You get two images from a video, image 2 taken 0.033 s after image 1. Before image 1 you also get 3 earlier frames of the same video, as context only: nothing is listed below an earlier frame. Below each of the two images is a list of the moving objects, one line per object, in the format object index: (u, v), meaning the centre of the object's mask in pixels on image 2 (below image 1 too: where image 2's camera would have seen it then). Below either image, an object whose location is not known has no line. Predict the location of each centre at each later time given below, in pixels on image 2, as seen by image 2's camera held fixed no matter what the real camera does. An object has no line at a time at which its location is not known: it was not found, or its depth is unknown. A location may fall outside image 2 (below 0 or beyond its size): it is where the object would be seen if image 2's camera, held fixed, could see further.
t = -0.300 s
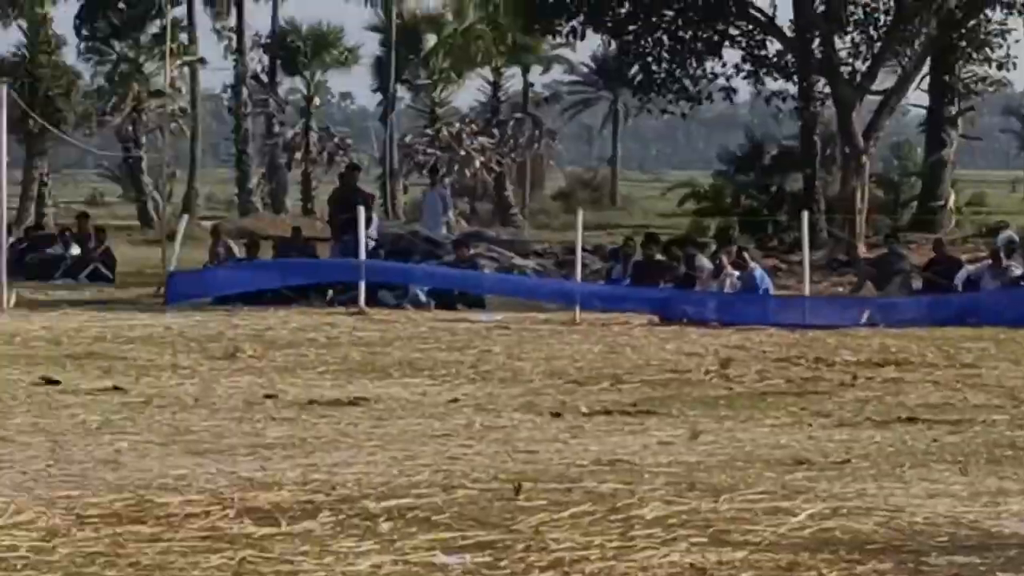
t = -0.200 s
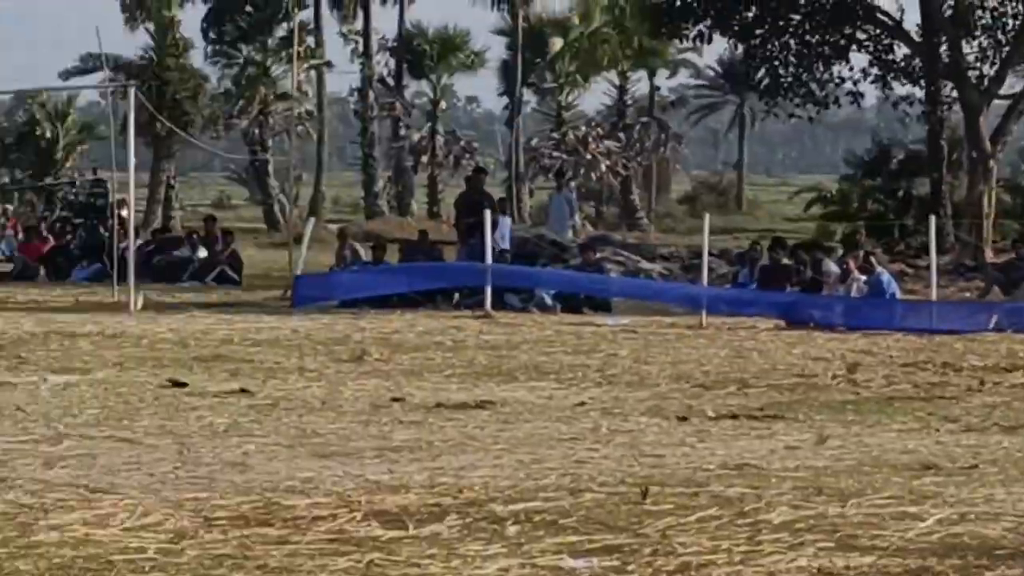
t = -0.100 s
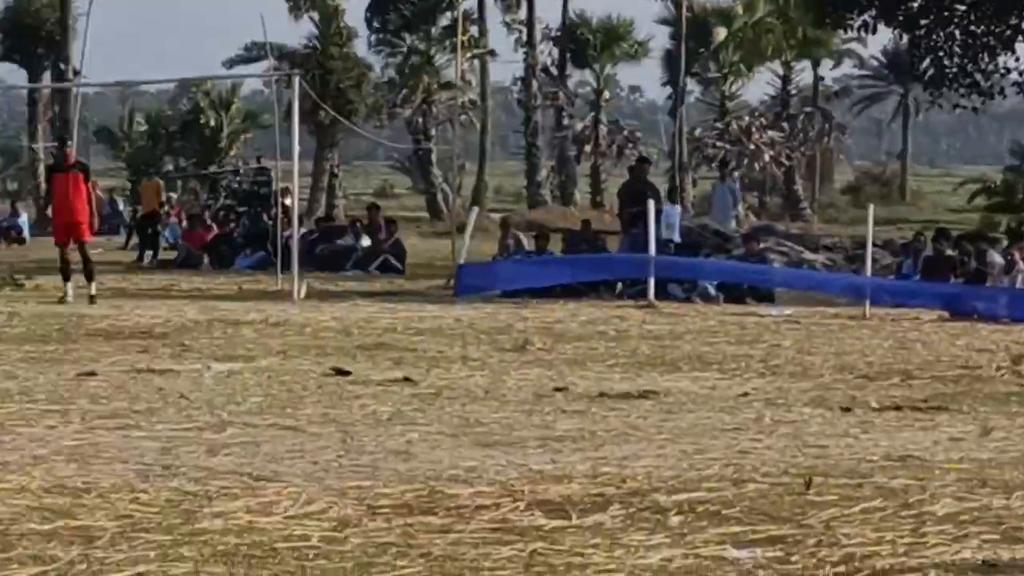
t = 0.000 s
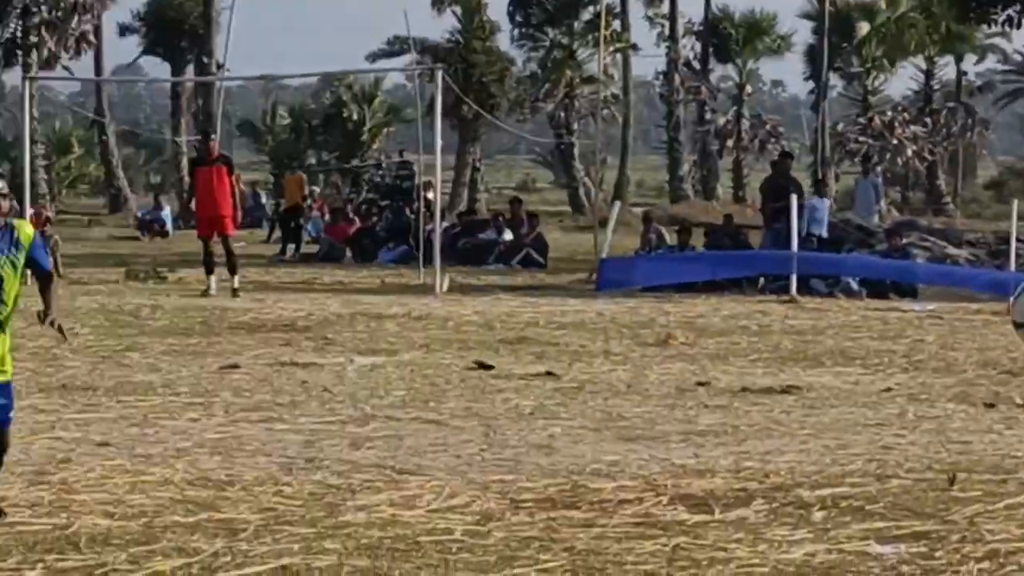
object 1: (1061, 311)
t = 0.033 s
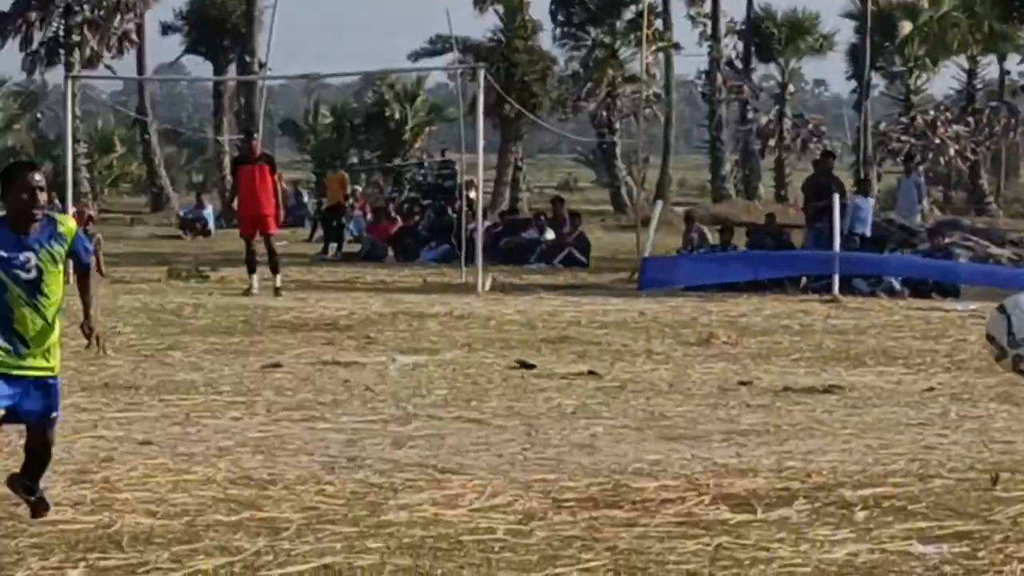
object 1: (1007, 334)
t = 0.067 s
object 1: (954, 360)
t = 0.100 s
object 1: (894, 391)
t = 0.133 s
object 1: (828, 426)
